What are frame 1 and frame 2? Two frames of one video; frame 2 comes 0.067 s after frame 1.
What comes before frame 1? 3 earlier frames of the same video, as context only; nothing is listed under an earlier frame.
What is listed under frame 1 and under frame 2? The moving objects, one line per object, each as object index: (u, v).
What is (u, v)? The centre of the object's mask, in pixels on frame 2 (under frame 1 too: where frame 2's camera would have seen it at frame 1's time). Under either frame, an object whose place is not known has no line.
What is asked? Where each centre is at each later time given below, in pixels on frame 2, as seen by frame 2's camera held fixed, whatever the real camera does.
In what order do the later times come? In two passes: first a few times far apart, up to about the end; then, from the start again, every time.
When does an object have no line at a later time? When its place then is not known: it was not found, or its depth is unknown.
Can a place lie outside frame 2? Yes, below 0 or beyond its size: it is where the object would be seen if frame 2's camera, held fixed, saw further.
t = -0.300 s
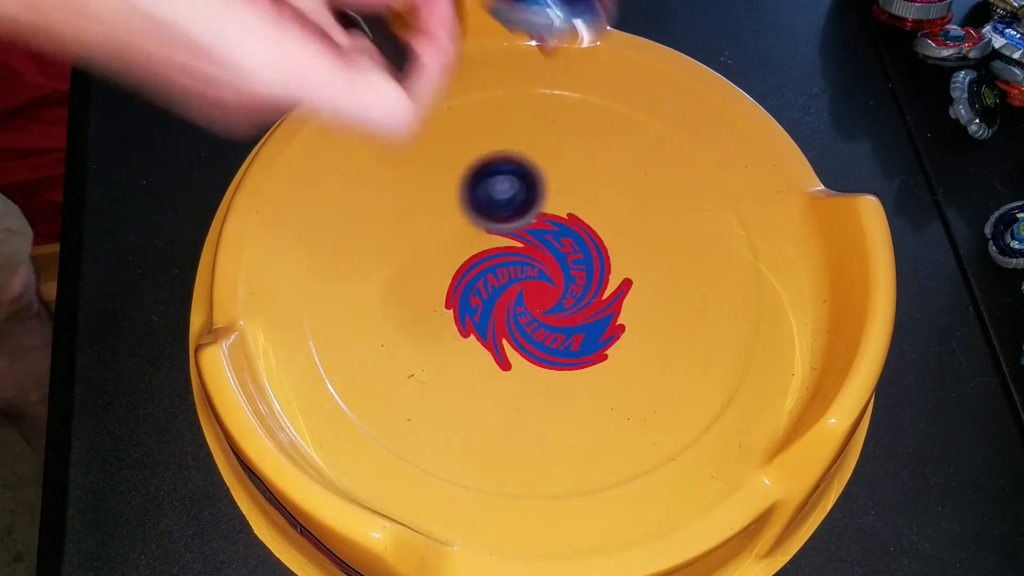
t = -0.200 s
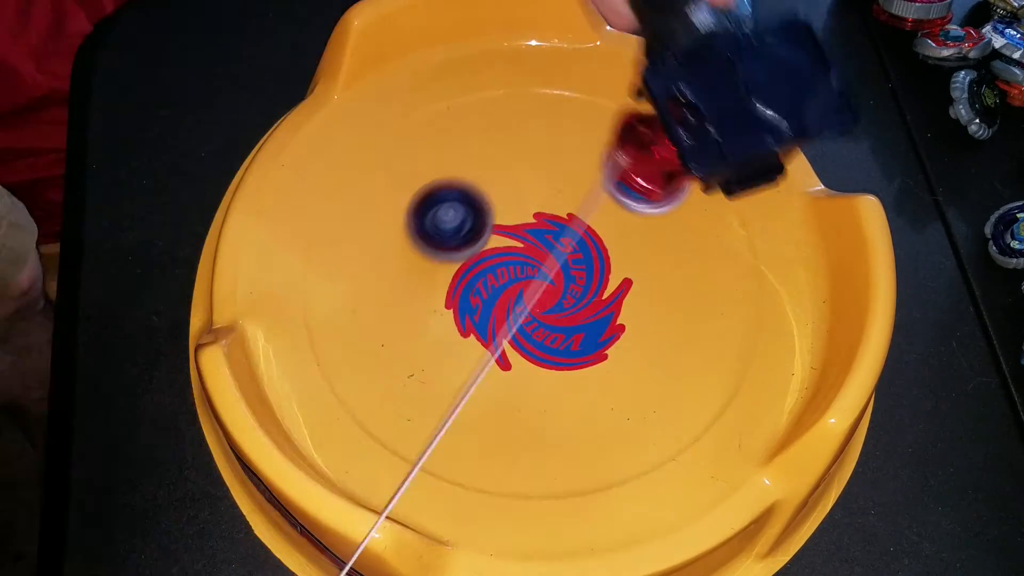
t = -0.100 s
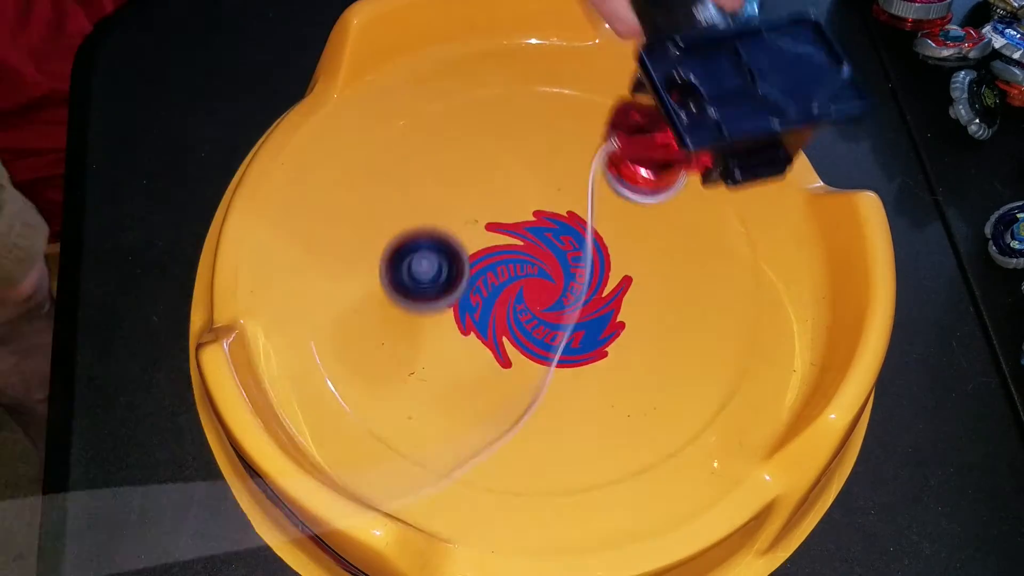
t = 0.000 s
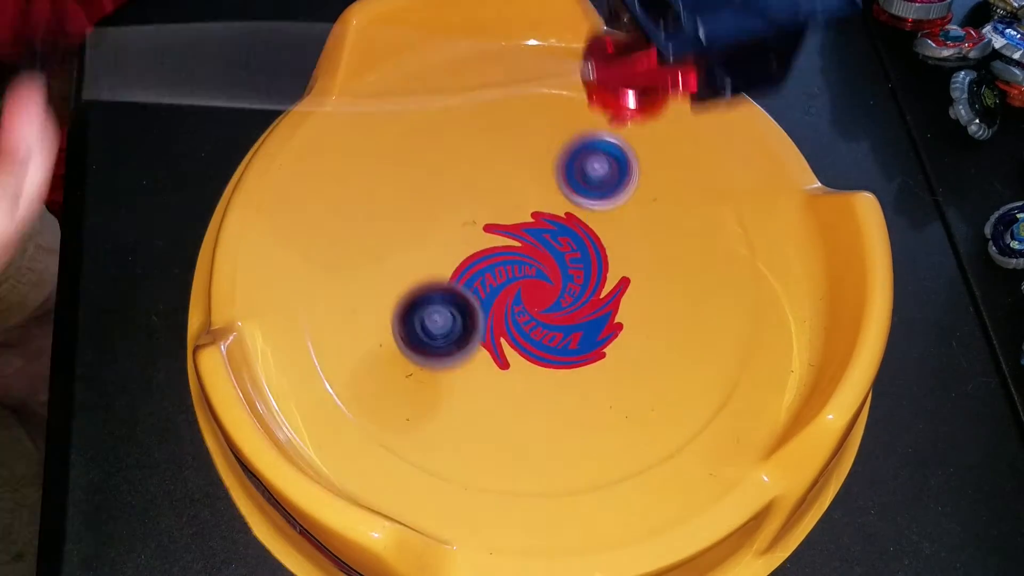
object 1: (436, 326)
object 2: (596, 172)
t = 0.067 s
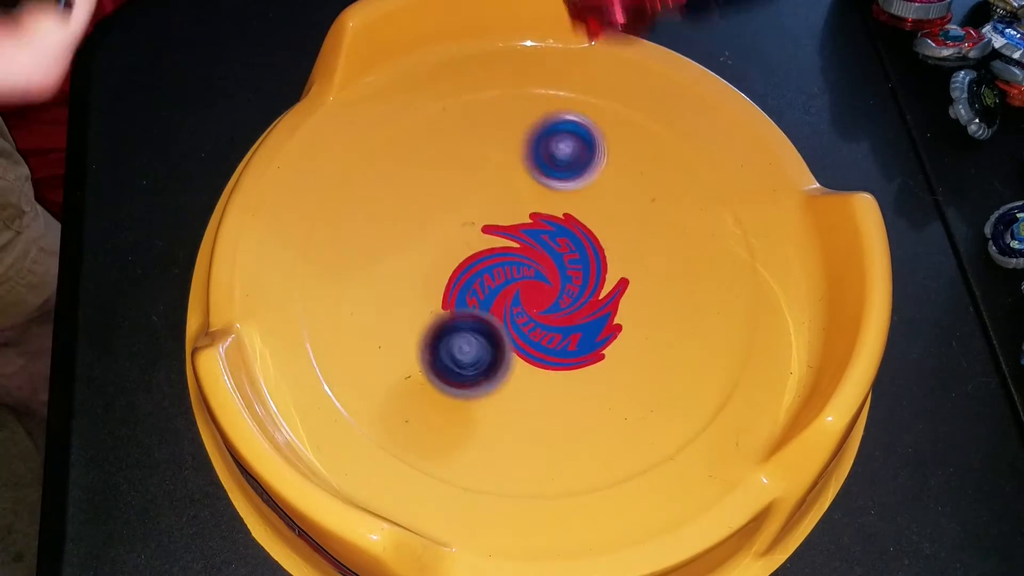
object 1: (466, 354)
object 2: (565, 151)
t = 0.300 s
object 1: (604, 349)
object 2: (438, 262)
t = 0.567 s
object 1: (648, 191)
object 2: (742, 336)
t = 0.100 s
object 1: (484, 365)
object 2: (544, 140)
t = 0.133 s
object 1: (505, 371)
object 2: (519, 132)
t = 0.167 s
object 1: (527, 374)
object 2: (492, 136)
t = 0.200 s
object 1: (548, 375)
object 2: (464, 153)
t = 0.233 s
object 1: (568, 369)
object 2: (442, 181)
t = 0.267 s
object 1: (587, 361)
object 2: (432, 219)
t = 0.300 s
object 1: (604, 349)
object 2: (438, 262)
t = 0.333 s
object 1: (617, 336)
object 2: (464, 302)
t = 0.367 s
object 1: (626, 319)
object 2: (505, 333)
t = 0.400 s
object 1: (632, 301)
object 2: (555, 349)
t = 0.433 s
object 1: (648, 275)
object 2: (586, 369)
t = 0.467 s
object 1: (657, 249)
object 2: (622, 378)
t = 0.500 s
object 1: (660, 226)
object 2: (662, 375)
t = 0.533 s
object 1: (657, 207)
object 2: (704, 361)
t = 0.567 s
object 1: (648, 191)
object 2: (742, 336)
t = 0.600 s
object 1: (634, 178)
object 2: (772, 302)
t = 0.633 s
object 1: (615, 168)
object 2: (787, 264)
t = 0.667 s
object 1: (593, 162)
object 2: (774, 226)
